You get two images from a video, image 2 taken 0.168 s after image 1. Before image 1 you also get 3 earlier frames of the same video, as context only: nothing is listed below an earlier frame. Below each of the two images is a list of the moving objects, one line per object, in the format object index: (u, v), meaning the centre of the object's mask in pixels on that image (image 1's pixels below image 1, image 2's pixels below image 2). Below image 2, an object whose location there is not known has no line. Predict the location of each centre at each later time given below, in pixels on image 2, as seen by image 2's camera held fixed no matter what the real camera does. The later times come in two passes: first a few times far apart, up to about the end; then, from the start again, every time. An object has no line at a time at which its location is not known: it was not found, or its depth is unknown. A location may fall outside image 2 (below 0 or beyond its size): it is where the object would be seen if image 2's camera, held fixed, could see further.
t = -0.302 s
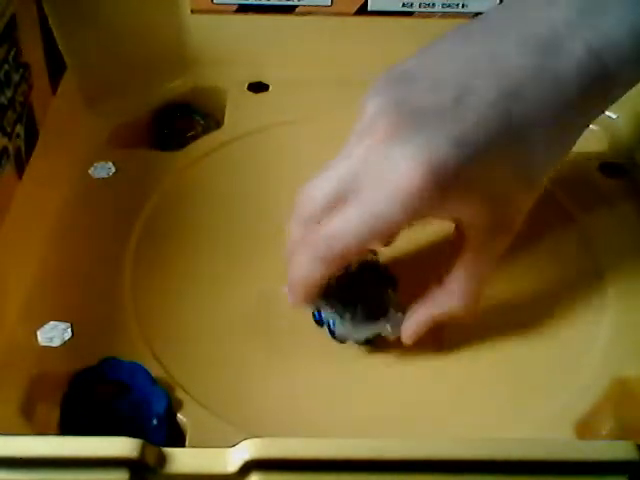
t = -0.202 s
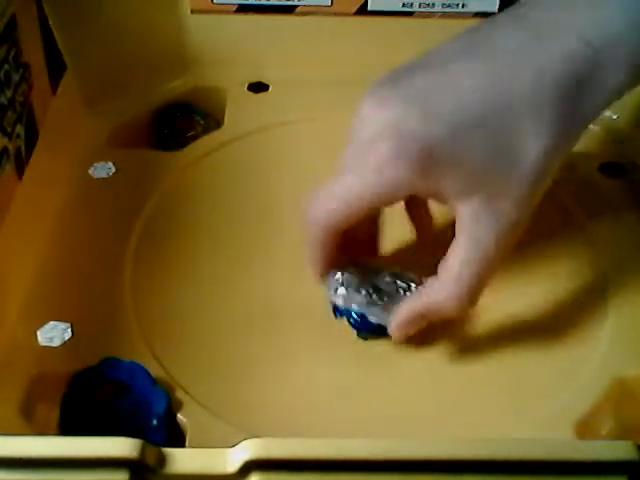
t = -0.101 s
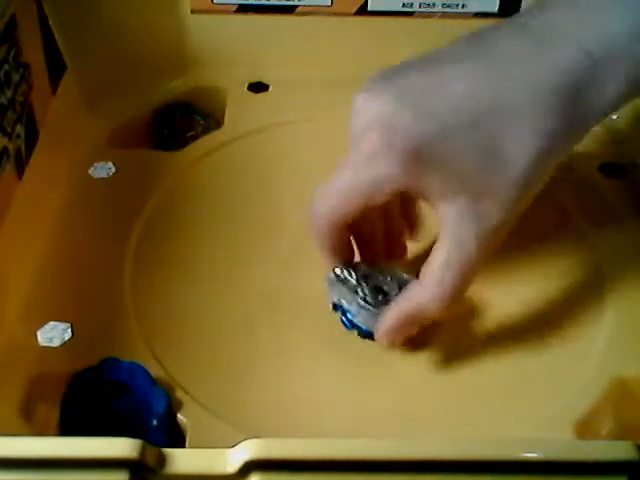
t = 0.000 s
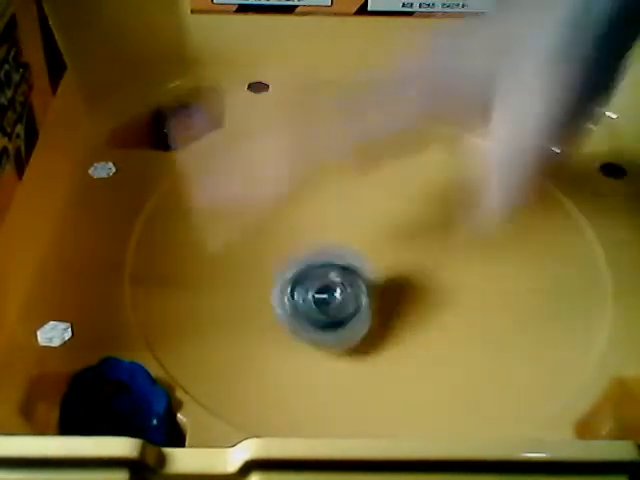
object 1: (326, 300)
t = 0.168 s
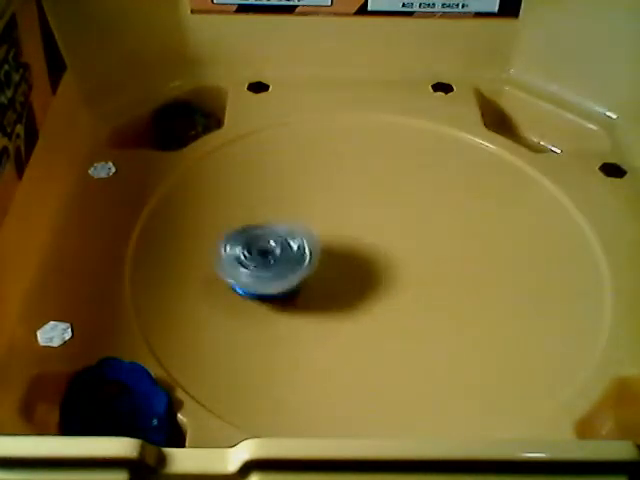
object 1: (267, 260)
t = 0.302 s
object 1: (276, 242)
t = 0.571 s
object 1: (316, 236)
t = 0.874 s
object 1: (379, 256)
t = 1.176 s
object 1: (398, 246)
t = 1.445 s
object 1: (399, 238)
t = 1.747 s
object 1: (397, 239)
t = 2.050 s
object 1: (396, 240)
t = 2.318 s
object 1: (396, 240)
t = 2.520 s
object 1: (395, 240)
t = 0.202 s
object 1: (266, 256)
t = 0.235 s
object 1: (268, 253)
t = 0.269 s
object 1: (271, 247)
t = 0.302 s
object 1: (276, 242)
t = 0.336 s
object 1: (282, 238)
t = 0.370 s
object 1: (288, 236)
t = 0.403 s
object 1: (292, 233)
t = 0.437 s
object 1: (295, 230)
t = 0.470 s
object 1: (297, 229)
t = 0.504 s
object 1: (303, 229)
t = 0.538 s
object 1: (309, 232)
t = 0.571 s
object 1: (316, 236)
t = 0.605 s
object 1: (326, 239)
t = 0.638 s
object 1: (329, 238)
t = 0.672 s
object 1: (335, 242)
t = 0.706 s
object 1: (342, 246)
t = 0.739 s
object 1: (349, 250)
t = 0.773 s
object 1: (356, 249)
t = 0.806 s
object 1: (363, 253)
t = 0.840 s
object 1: (368, 255)
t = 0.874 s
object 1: (379, 256)
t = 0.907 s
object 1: (387, 257)
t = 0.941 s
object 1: (391, 258)
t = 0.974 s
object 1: (394, 260)
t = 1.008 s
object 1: (396, 258)
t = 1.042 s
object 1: (397, 256)
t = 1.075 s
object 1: (398, 253)
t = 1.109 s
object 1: (398, 251)
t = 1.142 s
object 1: (398, 247)
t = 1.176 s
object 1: (398, 246)
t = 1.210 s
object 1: (398, 245)
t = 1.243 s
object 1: (398, 244)
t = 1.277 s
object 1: (398, 243)
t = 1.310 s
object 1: (398, 242)
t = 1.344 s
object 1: (398, 240)
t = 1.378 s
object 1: (399, 238)
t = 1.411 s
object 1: (400, 237)
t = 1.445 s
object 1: (399, 238)
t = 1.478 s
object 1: (398, 240)
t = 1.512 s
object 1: (397, 241)
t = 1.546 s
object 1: (397, 241)
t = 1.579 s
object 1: (397, 240)
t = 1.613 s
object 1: (397, 239)
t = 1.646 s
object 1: (397, 239)
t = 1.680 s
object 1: (397, 240)
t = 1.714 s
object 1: (397, 240)
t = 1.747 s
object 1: (397, 239)
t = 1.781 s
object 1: (396, 240)
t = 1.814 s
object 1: (397, 240)
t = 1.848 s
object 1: (397, 240)
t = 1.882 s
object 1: (397, 240)
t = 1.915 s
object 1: (396, 240)
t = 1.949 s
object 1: (397, 239)
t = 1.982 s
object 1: (396, 240)
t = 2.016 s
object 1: (396, 240)
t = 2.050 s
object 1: (396, 240)
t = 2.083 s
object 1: (396, 240)
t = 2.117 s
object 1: (396, 240)
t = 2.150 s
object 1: (396, 240)
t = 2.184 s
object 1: (396, 240)
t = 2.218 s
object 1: (396, 240)
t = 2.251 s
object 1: (396, 240)
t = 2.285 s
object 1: (396, 240)
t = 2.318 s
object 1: (396, 240)
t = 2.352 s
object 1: (396, 240)
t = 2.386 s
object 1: (396, 240)
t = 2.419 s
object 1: (395, 240)
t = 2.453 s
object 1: (395, 240)
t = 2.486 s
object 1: (395, 240)
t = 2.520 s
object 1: (395, 240)
